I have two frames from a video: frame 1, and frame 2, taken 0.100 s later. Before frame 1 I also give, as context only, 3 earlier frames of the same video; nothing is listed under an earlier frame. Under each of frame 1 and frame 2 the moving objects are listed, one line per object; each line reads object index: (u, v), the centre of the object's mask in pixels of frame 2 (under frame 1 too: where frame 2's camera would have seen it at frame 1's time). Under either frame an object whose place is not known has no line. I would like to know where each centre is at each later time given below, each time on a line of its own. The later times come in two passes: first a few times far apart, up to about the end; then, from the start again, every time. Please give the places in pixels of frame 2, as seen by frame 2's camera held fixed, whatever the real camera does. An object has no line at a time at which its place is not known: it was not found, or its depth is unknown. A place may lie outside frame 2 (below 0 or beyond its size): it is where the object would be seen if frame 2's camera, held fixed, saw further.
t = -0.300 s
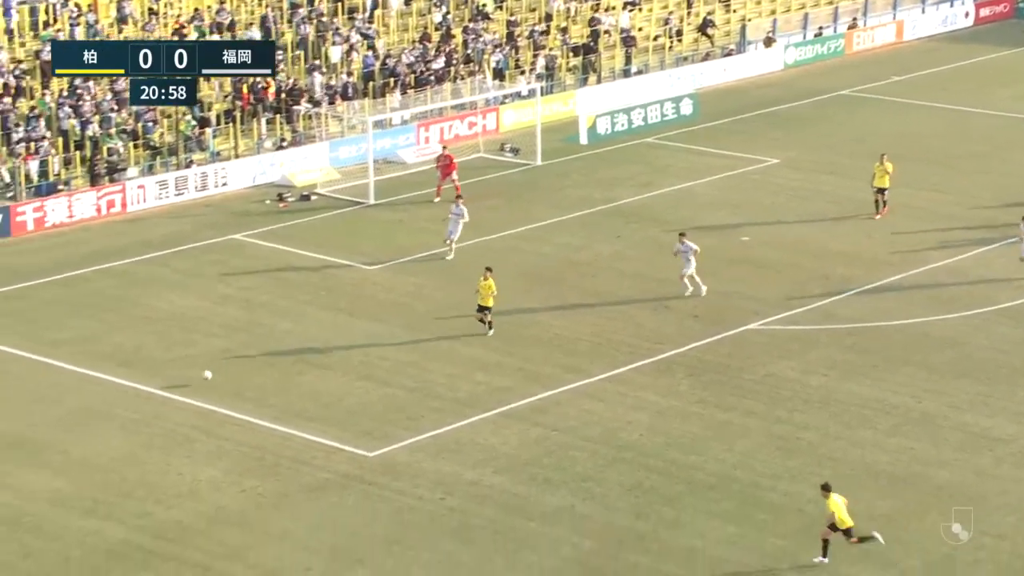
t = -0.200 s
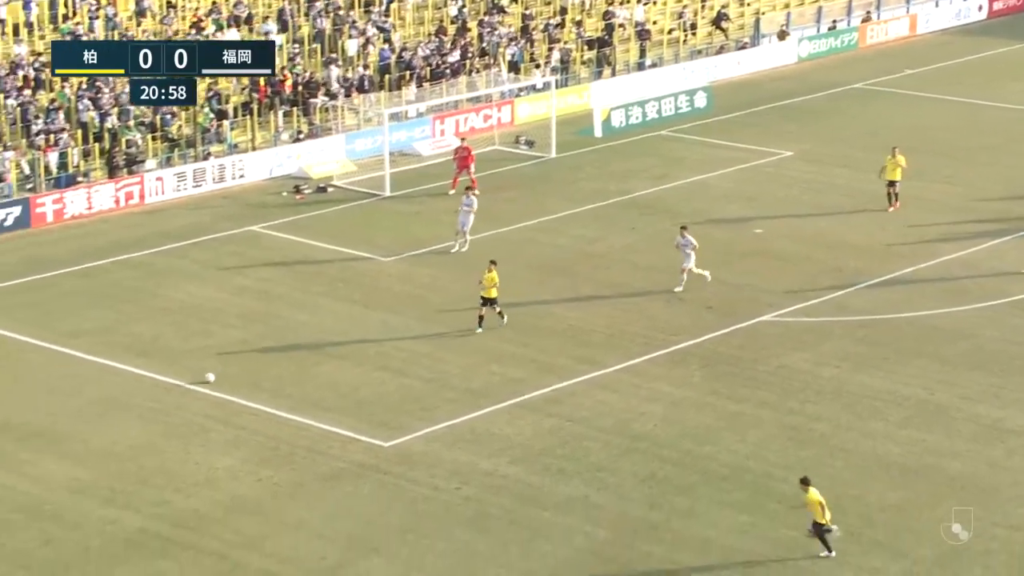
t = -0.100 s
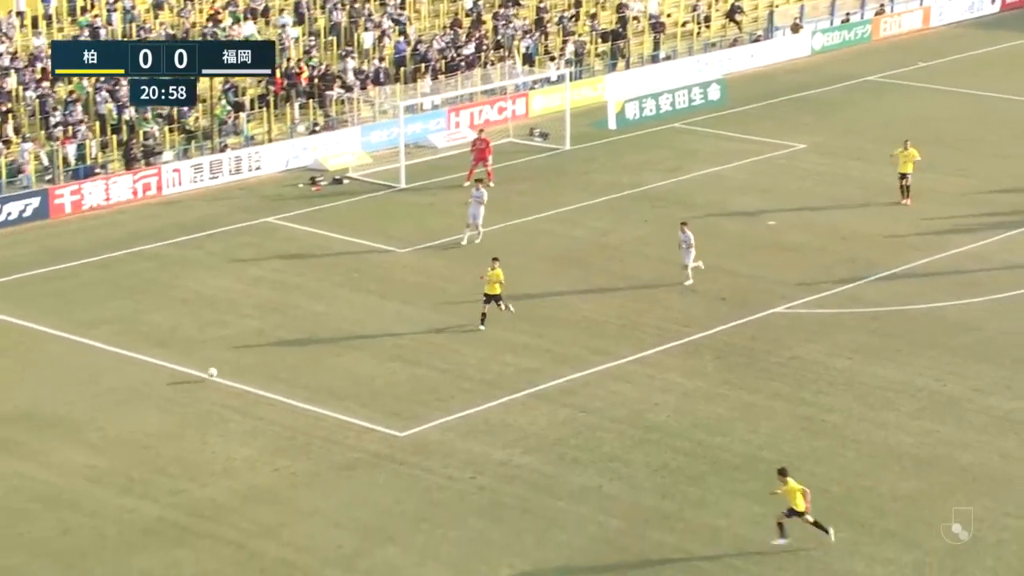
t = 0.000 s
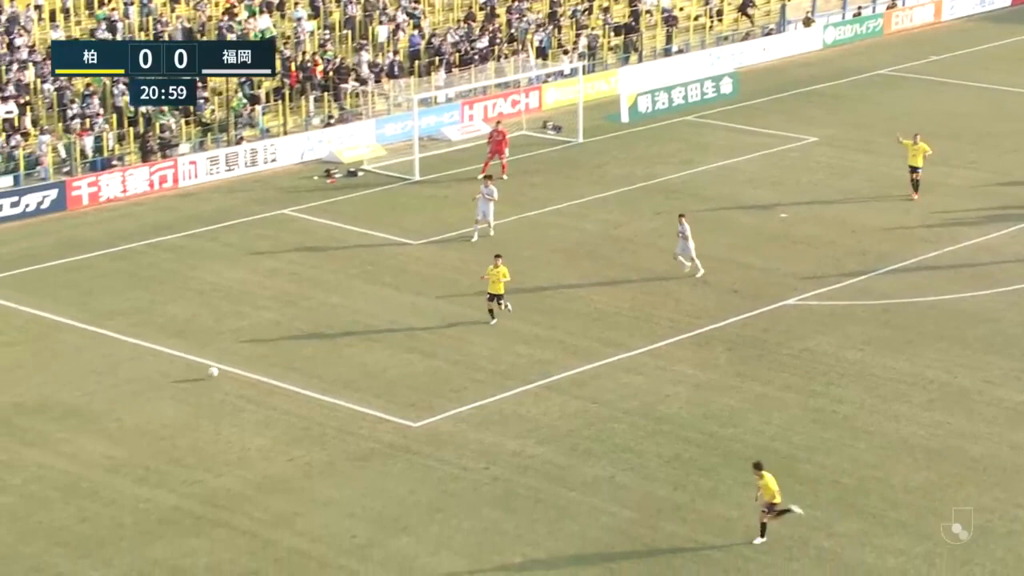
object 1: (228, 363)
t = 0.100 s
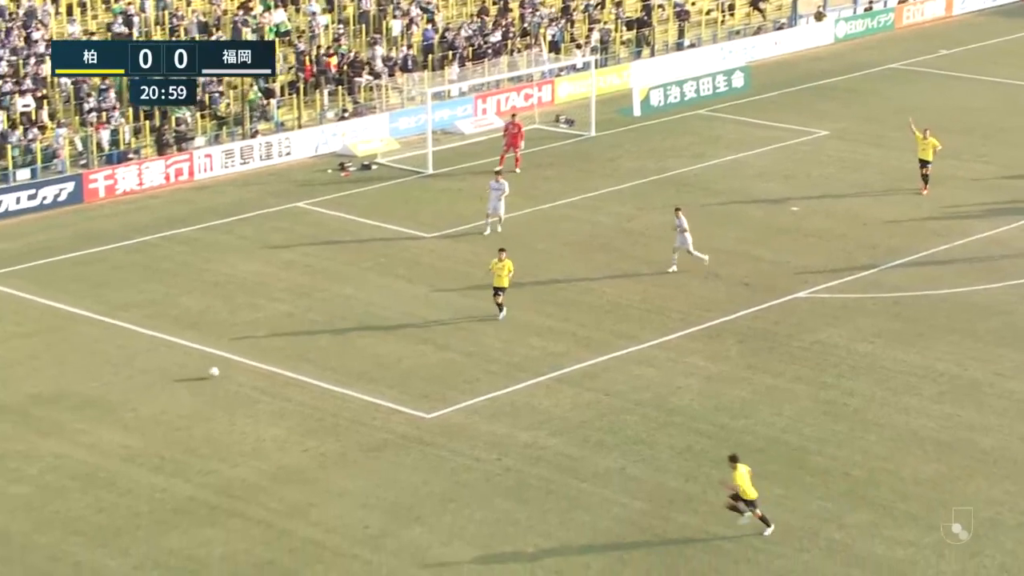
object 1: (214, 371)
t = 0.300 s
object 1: (184, 387)
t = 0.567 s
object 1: (142, 409)
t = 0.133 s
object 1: (209, 373)
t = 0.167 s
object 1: (204, 375)
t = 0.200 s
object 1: (199, 379)
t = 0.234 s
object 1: (194, 383)
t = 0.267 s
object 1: (189, 385)
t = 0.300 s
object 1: (184, 387)
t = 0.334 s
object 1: (179, 390)
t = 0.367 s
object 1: (174, 393)
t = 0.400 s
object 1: (169, 396)
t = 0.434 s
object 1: (163, 398)
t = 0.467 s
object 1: (158, 401)
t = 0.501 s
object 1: (153, 404)
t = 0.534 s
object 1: (148, 406)
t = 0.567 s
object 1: (142, 409)
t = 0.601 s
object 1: (137, 412)
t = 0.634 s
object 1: (132, 415)
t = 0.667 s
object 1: (126, 418)
